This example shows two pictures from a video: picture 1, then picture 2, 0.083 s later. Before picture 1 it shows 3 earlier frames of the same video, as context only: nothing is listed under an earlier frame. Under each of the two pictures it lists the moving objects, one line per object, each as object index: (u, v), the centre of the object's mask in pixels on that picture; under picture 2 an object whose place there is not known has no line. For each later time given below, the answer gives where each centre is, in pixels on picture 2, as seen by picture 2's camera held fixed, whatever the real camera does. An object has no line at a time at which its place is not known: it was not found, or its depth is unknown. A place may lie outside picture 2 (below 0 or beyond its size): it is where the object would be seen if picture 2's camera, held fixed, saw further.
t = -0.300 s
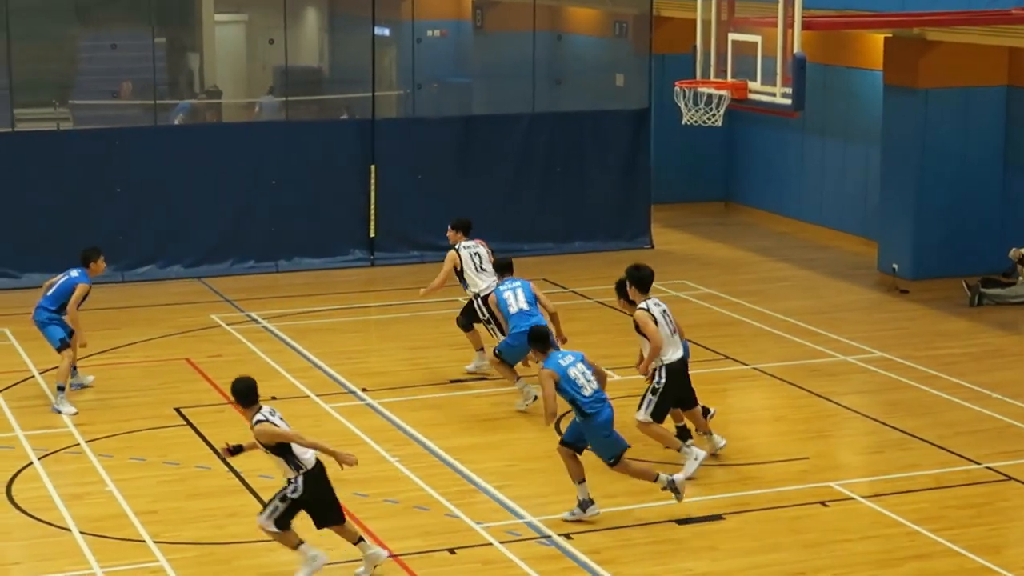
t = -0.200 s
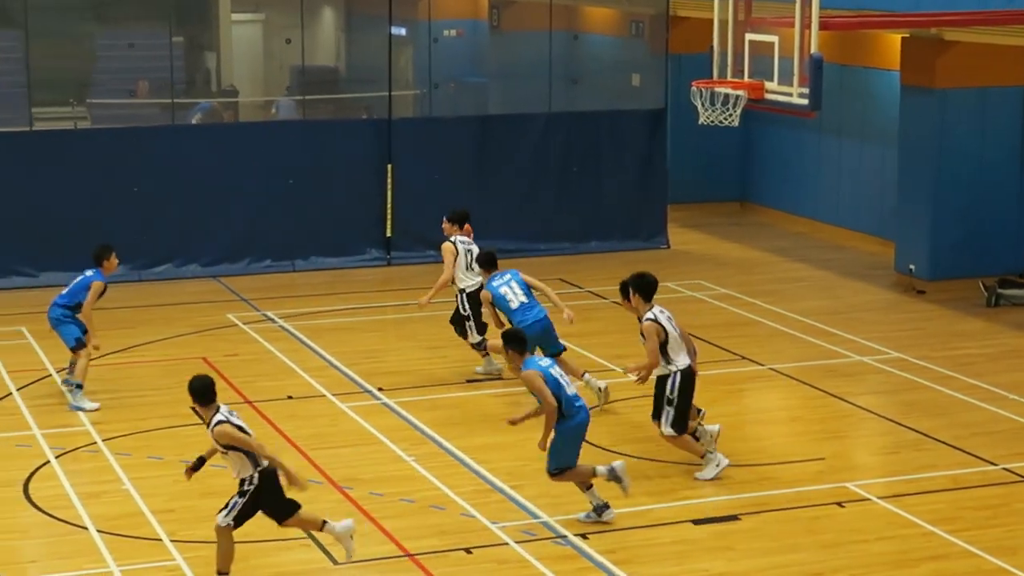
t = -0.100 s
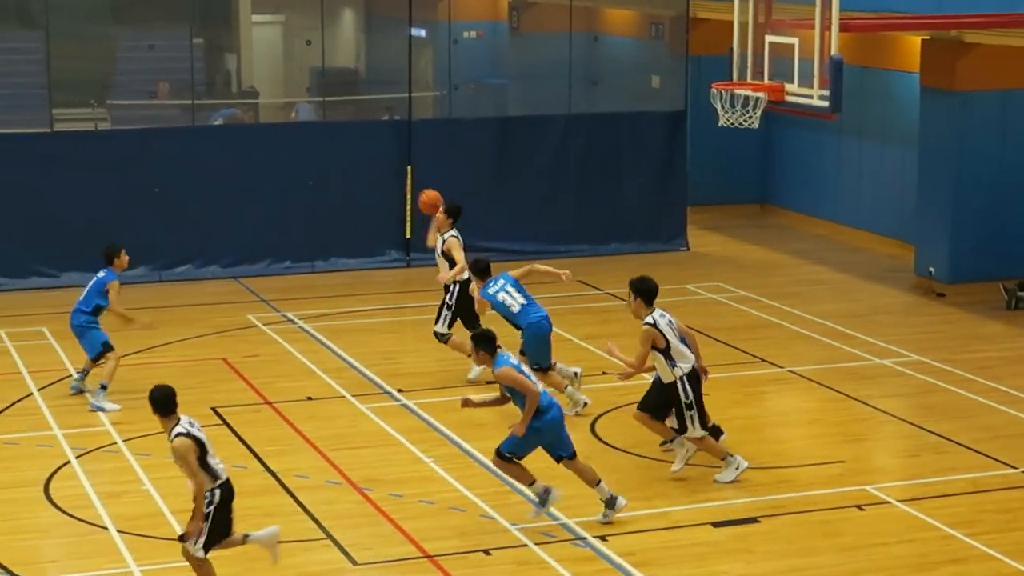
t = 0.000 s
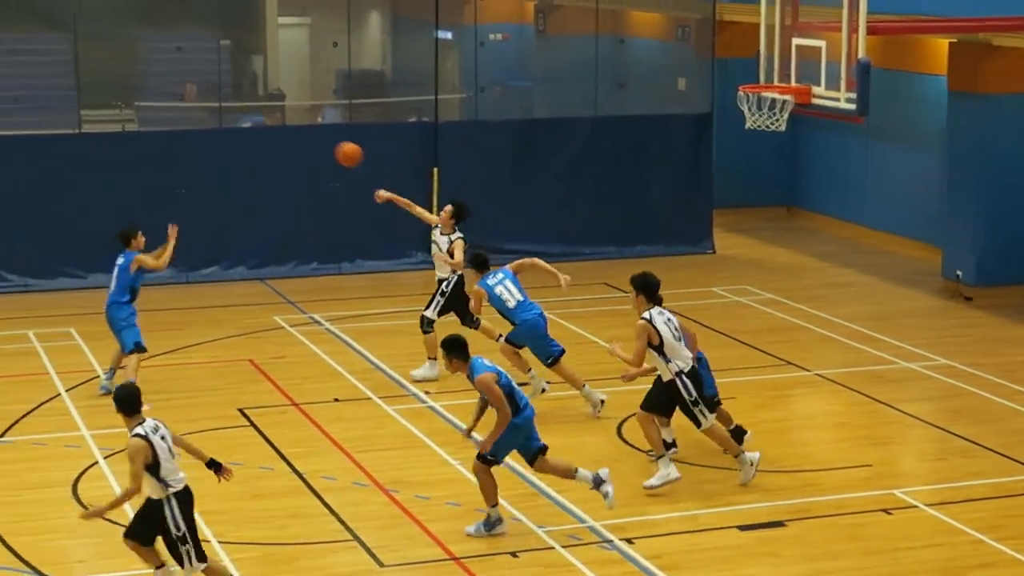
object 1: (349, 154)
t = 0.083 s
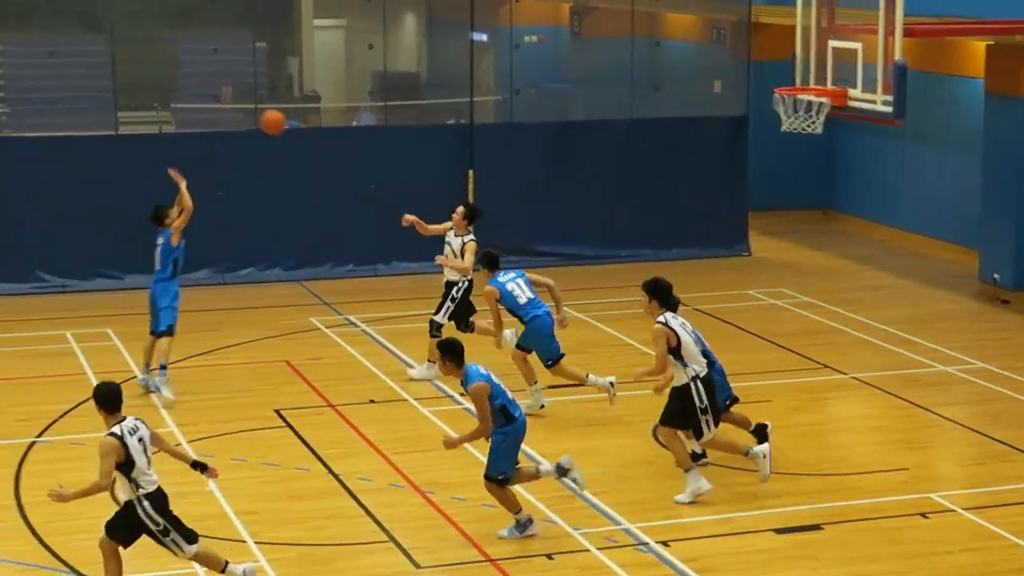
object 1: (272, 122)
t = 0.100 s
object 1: (250, 115)
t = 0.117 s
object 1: (228, 110)
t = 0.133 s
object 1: (205, 103)
